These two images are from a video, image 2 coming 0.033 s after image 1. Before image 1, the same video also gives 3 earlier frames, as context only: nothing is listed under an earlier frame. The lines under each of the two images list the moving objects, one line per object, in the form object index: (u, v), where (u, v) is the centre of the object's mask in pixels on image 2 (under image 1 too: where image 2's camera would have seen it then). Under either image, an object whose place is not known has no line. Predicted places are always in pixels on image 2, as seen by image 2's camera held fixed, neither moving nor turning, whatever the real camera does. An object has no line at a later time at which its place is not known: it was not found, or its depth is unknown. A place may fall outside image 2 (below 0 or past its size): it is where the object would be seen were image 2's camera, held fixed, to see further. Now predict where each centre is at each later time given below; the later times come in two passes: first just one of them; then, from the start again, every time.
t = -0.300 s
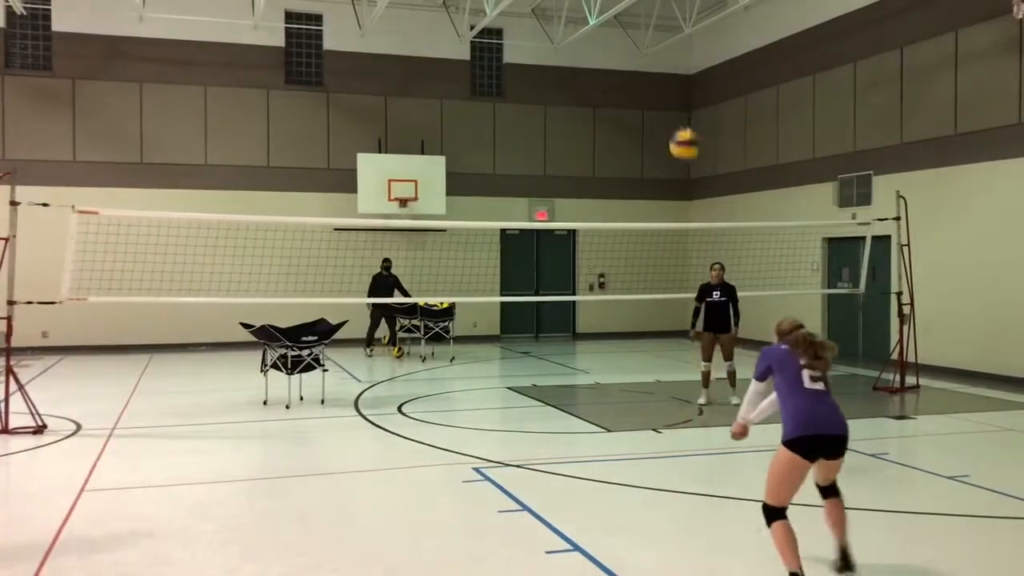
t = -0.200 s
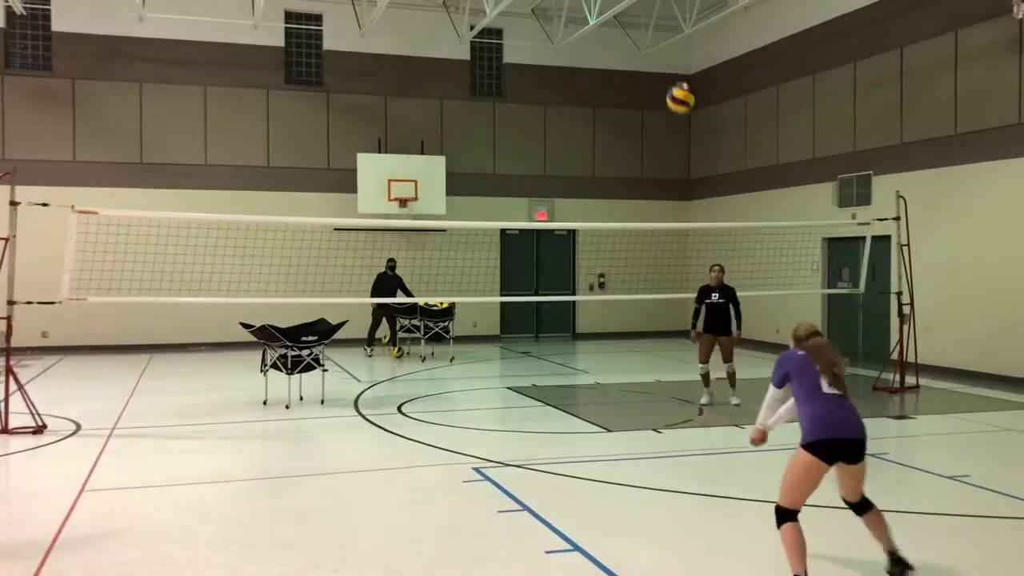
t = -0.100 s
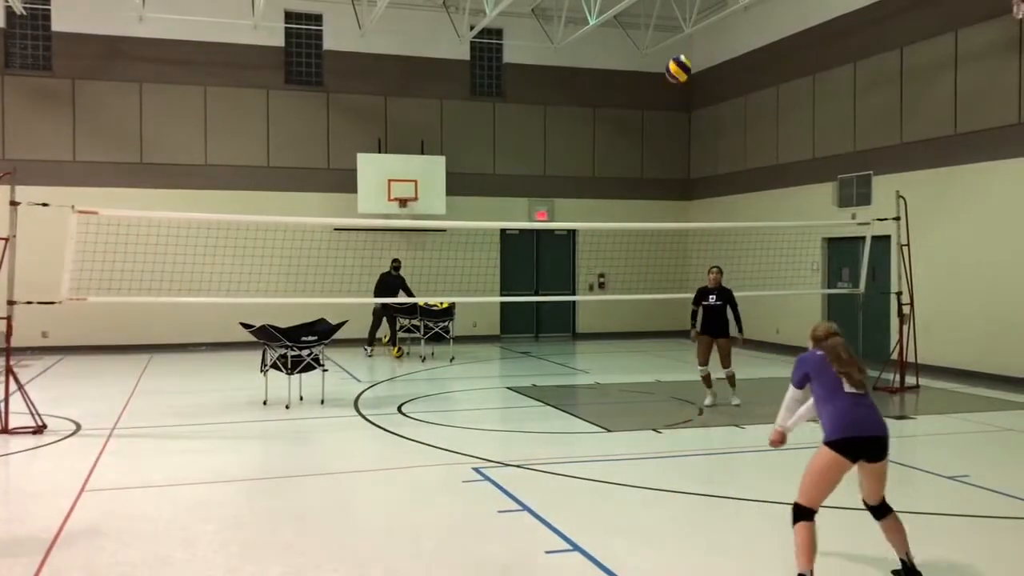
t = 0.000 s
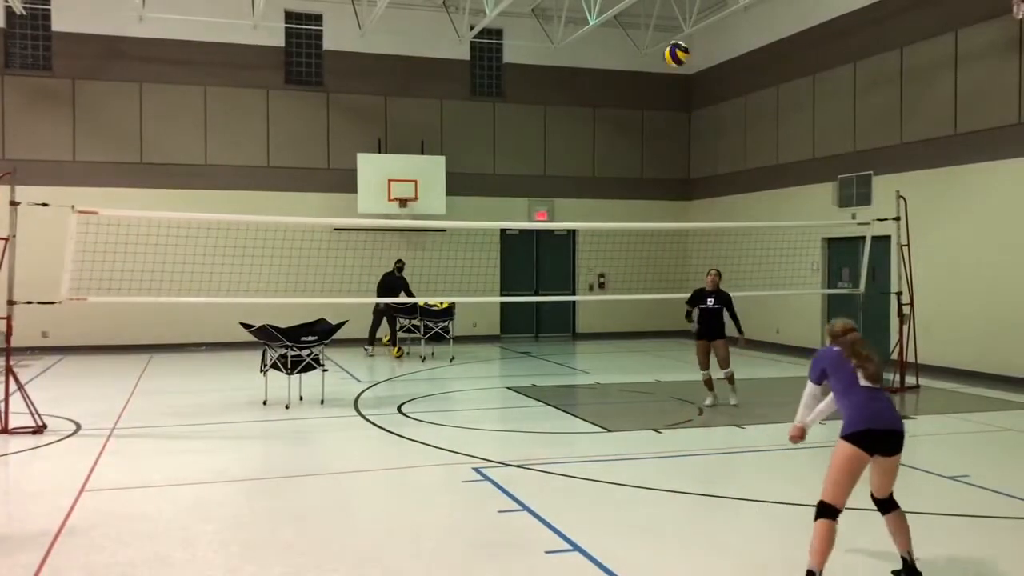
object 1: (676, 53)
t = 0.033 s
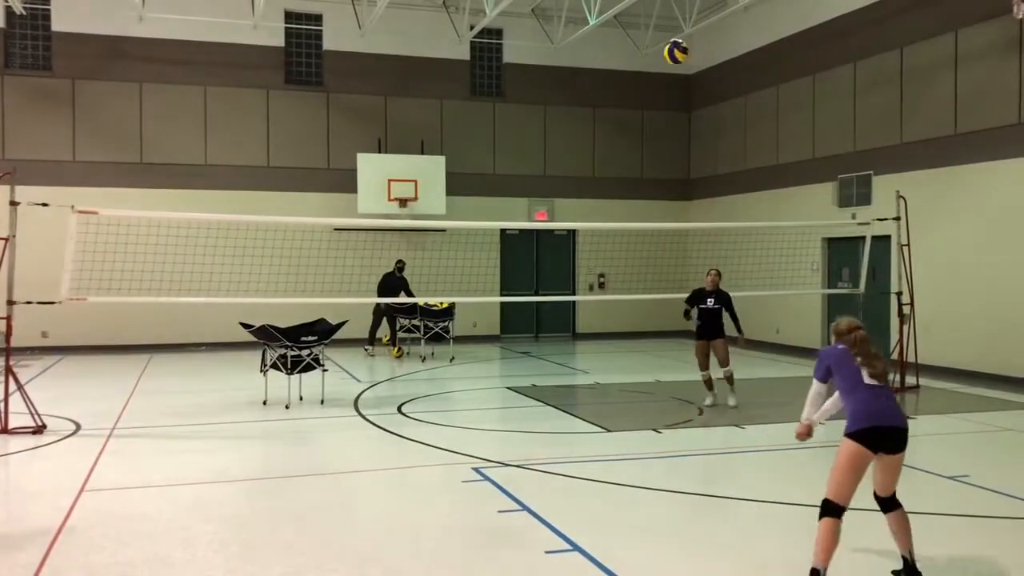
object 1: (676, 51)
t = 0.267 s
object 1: (673, 70)
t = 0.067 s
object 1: (675, 51)
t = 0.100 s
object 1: (675, 51)
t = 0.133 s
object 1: (674, 53)
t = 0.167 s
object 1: (674, 55)
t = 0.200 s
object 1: (674, 59)
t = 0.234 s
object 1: (673, 64)
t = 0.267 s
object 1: (673, 70)
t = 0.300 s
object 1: (673, 77)
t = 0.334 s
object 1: (673, 84)
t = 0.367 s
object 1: (673, 93)
